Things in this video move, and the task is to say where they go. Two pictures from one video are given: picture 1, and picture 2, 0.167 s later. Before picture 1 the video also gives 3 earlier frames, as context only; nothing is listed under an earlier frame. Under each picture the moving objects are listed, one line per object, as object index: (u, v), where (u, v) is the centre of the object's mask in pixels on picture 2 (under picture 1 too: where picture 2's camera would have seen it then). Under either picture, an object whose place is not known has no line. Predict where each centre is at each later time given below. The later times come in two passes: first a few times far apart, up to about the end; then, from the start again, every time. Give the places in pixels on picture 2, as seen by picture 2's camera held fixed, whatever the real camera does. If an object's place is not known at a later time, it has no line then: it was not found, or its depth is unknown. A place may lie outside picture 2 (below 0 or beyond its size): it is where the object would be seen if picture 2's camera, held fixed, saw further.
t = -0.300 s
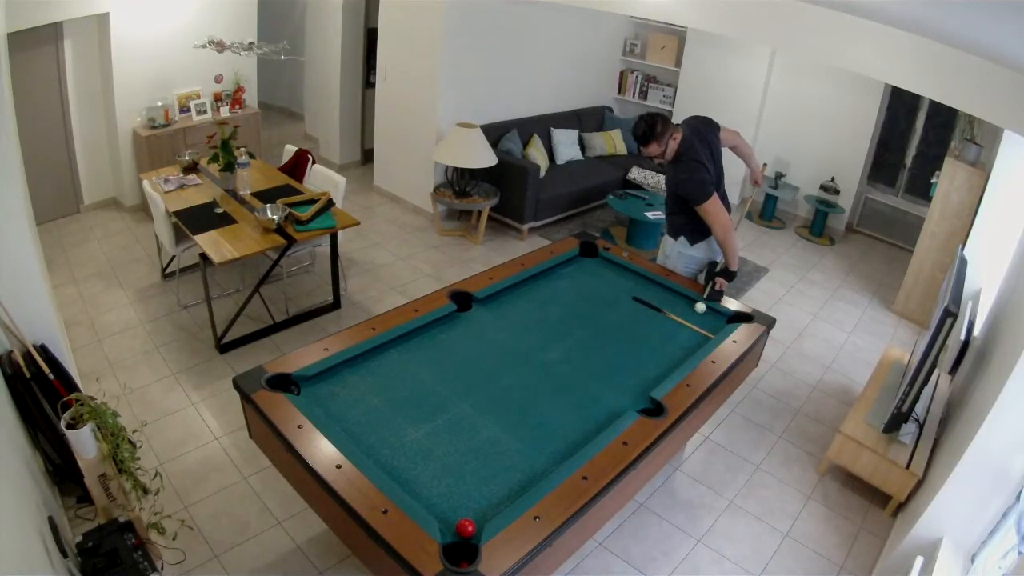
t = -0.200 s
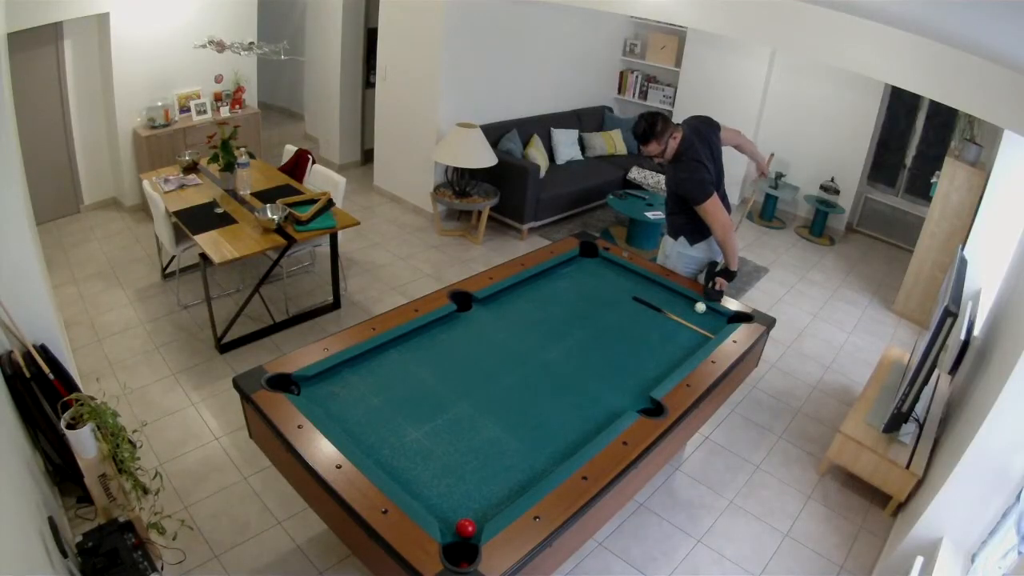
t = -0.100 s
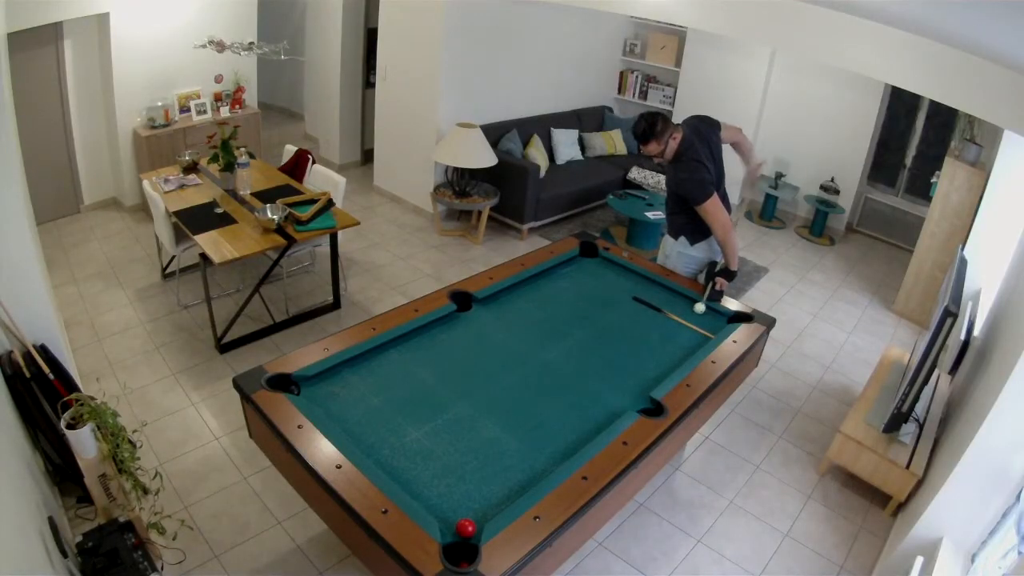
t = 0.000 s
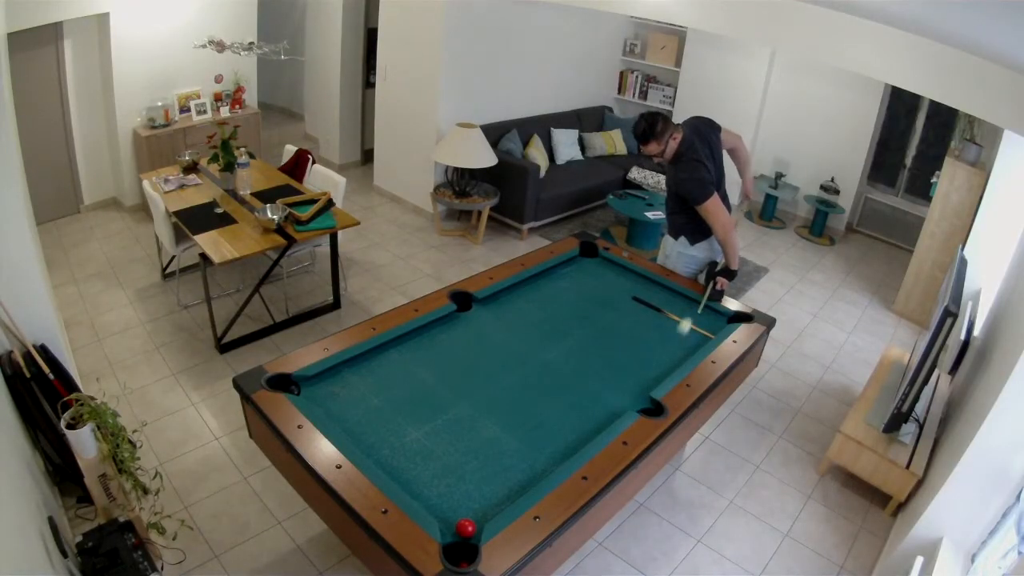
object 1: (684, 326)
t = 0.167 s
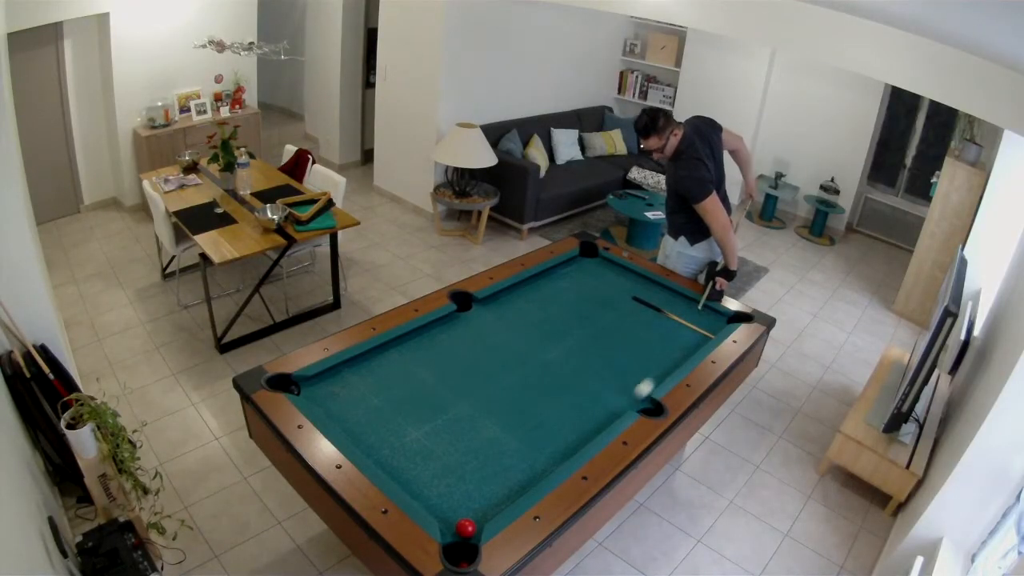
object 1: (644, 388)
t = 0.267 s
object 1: (601, 420)
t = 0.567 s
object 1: (461, 512)
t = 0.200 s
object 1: (630, 398)
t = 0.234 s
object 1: (616, 410)
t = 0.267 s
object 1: (601, 420)
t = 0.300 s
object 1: (587, 431)
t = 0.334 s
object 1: (572, 441)
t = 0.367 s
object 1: (557, 452)
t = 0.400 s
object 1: (542, 462)
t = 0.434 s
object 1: (527, 473)
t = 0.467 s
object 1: (512, 484)
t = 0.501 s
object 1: (495, 495)
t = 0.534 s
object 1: (477, 506)
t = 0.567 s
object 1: (461, 512)
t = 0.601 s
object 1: (446, 511)
